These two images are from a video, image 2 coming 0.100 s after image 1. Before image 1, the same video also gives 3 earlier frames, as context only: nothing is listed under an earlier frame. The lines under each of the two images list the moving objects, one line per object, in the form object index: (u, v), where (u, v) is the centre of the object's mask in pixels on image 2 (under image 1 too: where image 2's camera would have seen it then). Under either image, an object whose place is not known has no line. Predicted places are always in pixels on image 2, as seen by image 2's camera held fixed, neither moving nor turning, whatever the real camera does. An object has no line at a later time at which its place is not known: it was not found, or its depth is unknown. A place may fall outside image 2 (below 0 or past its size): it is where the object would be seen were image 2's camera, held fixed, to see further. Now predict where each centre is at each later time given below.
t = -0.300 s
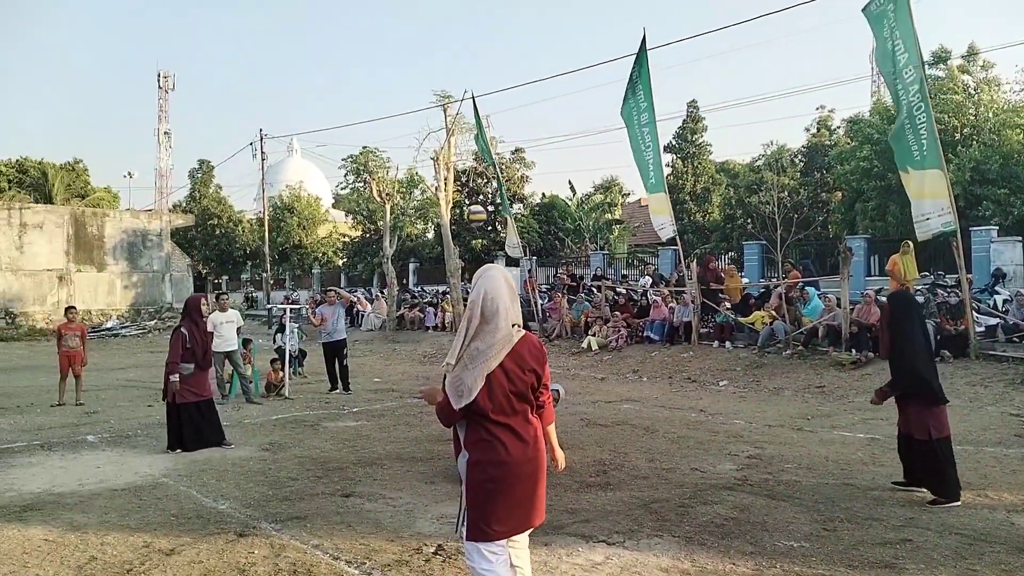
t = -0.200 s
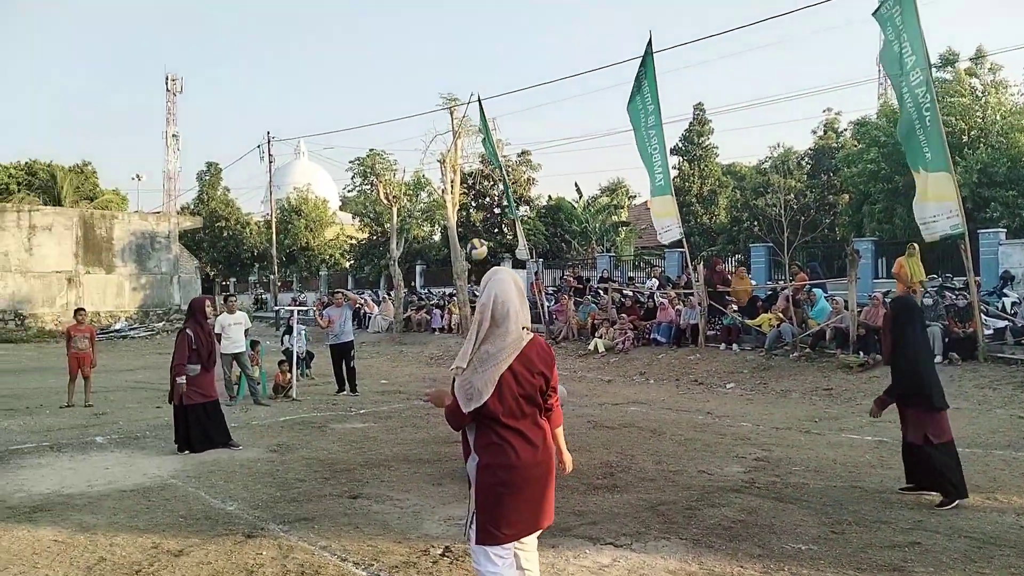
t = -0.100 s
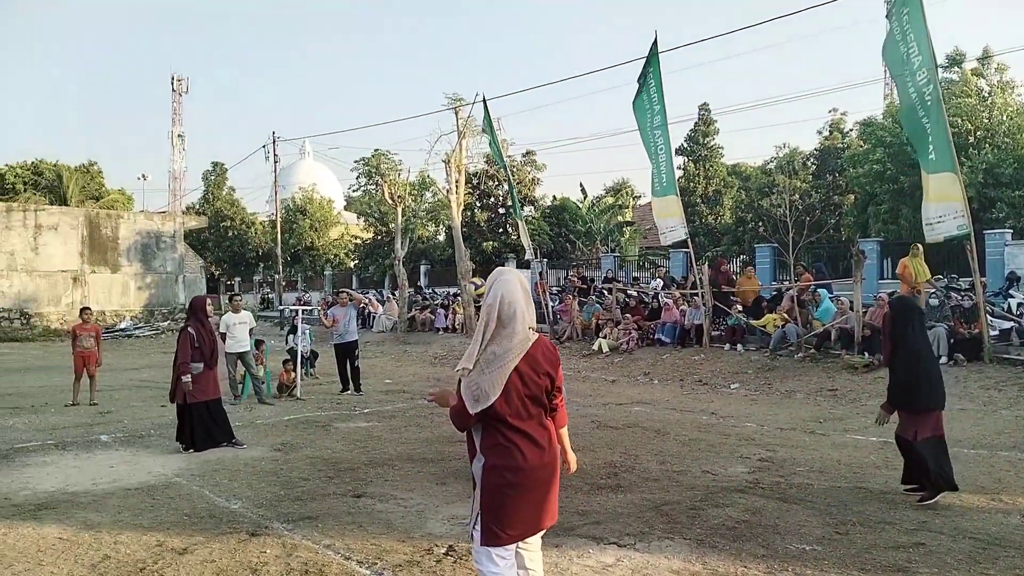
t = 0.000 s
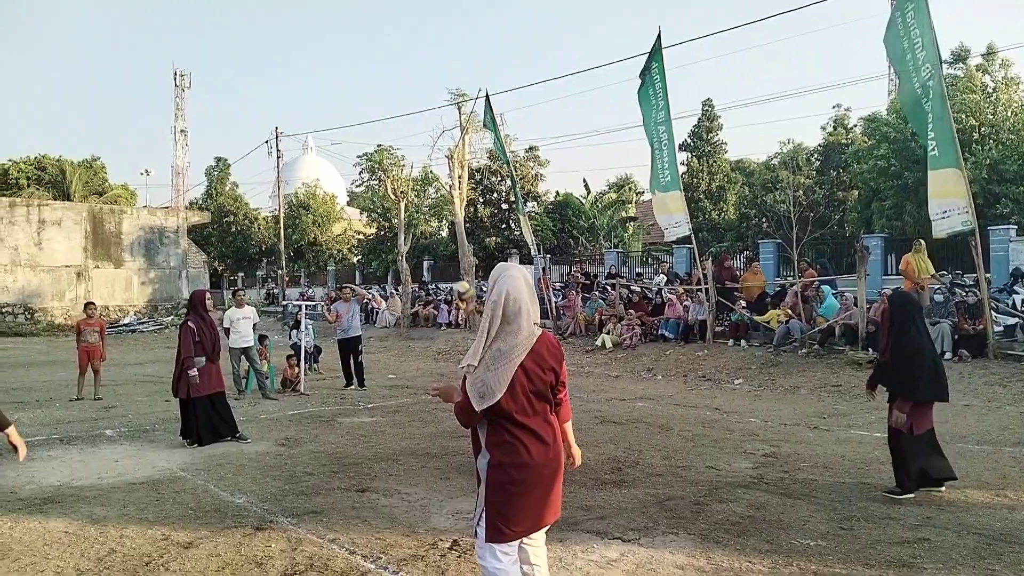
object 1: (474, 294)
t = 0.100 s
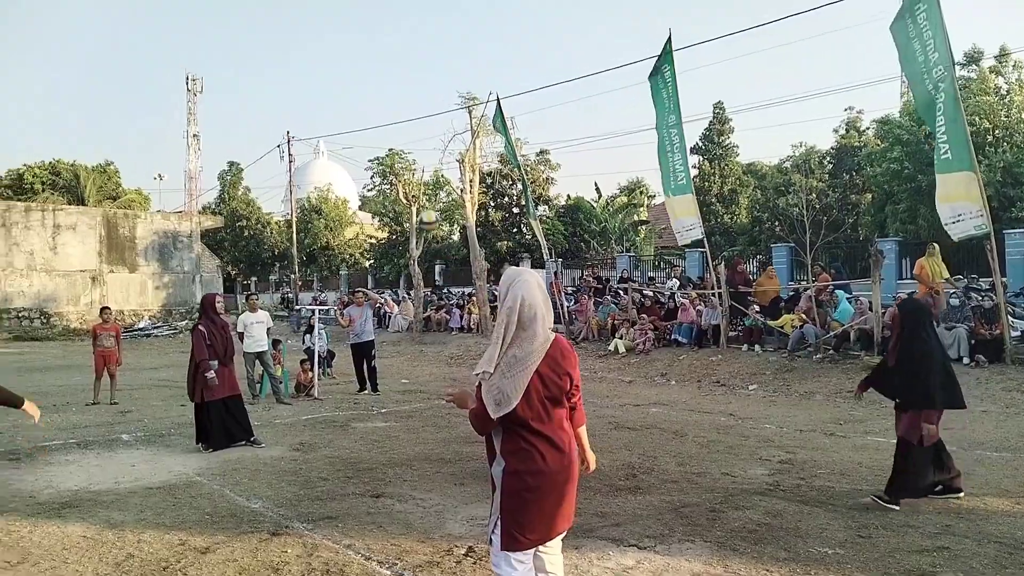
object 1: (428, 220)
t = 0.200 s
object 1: (376, 146)
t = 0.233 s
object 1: (355, 123)
